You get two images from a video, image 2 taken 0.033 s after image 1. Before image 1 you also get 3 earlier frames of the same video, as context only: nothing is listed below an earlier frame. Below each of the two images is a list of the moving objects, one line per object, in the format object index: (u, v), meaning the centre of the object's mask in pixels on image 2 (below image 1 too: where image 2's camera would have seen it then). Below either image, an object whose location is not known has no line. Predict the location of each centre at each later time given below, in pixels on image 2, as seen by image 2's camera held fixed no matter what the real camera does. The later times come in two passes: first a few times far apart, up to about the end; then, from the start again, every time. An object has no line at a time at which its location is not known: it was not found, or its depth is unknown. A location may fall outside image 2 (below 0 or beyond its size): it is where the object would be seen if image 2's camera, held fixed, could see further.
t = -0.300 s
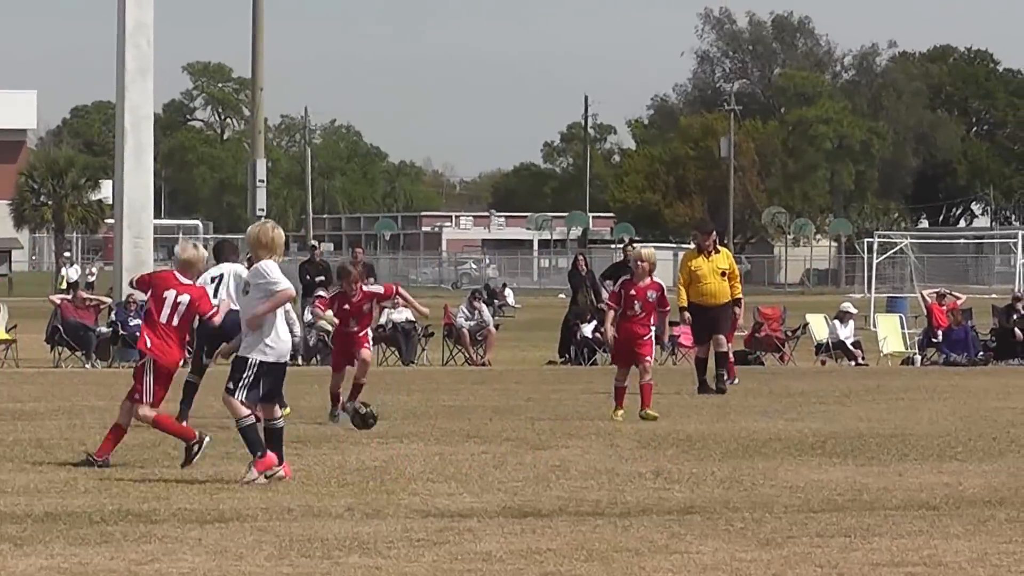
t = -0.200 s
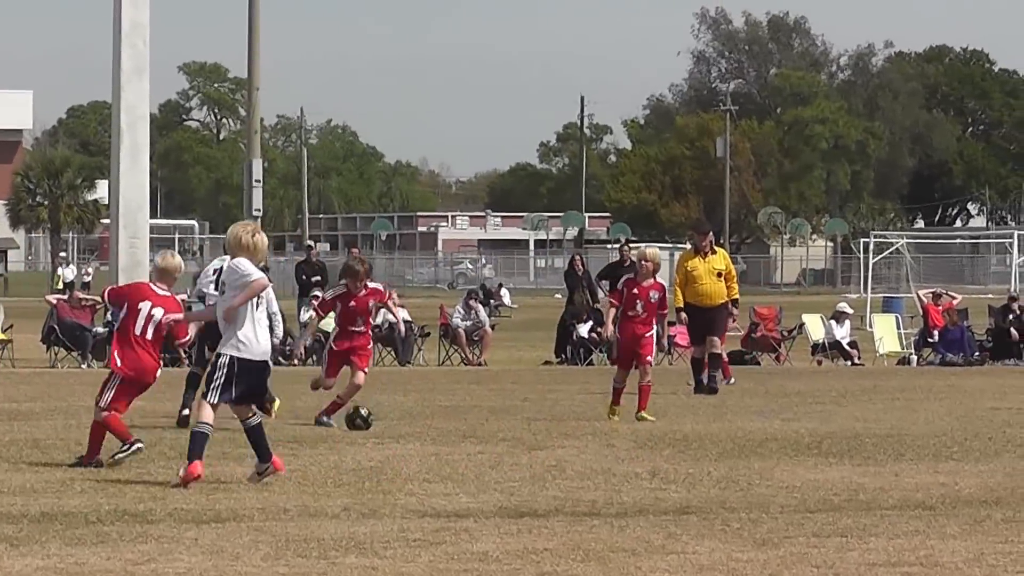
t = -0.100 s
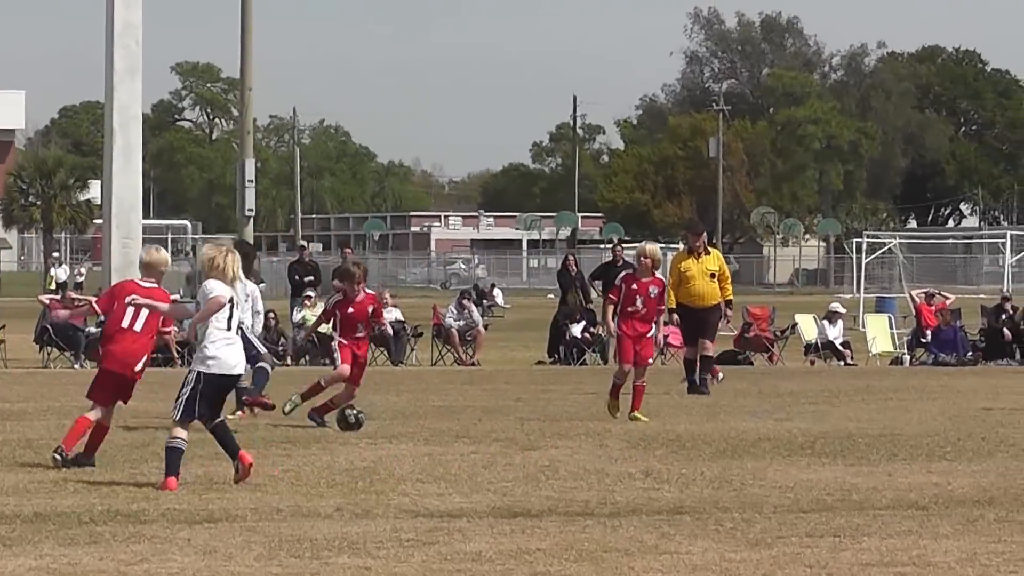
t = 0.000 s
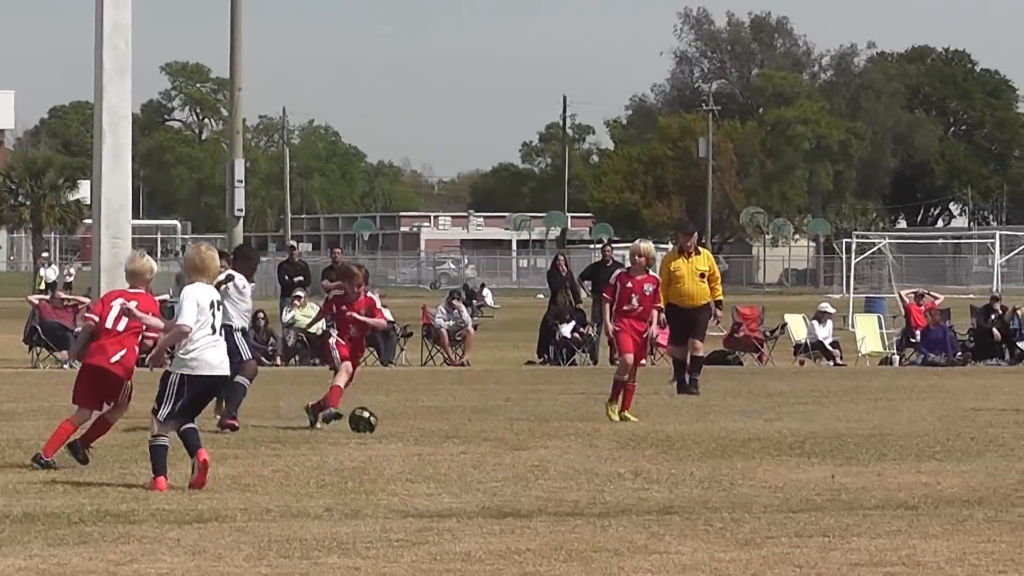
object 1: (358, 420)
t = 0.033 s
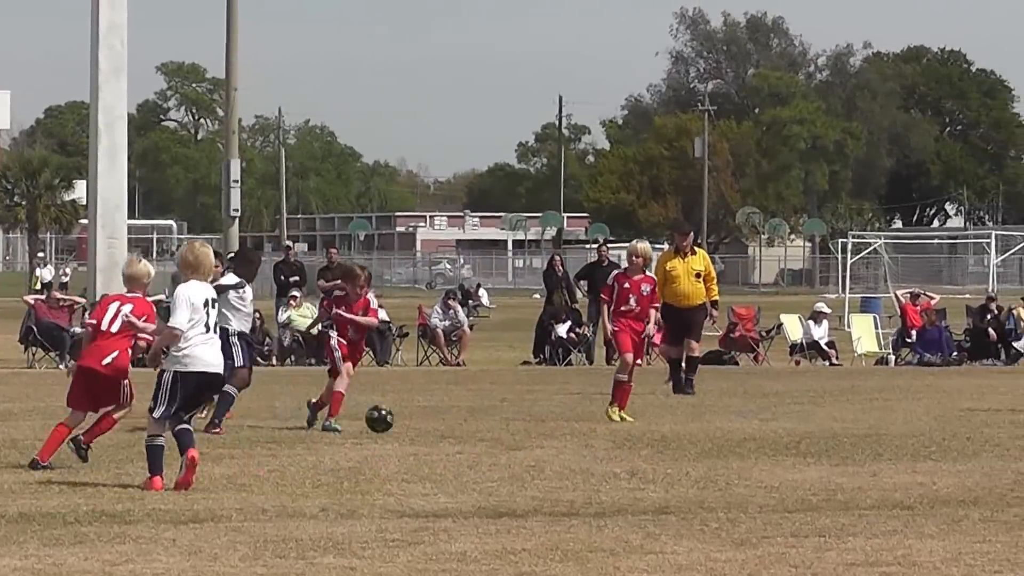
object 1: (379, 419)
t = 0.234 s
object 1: (496, 417)
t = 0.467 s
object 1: (603, 423)
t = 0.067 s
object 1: (400, 419)
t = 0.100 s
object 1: (422, 419)
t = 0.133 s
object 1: (443, 421)
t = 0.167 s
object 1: (461, 421)
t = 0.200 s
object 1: (479, 418)
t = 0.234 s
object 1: (496, 417)
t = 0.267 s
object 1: (513, 418)
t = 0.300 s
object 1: (530, 420)
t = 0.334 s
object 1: (546, 421)
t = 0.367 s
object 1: (561, 420)
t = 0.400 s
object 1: (575, 420)
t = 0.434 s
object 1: (589, 421)
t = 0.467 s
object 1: (603, 423)
